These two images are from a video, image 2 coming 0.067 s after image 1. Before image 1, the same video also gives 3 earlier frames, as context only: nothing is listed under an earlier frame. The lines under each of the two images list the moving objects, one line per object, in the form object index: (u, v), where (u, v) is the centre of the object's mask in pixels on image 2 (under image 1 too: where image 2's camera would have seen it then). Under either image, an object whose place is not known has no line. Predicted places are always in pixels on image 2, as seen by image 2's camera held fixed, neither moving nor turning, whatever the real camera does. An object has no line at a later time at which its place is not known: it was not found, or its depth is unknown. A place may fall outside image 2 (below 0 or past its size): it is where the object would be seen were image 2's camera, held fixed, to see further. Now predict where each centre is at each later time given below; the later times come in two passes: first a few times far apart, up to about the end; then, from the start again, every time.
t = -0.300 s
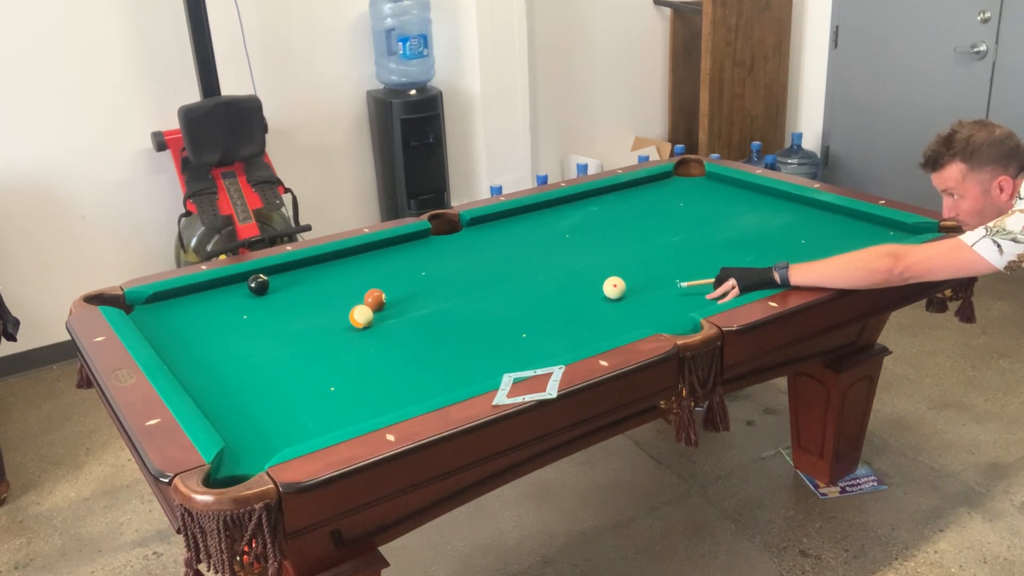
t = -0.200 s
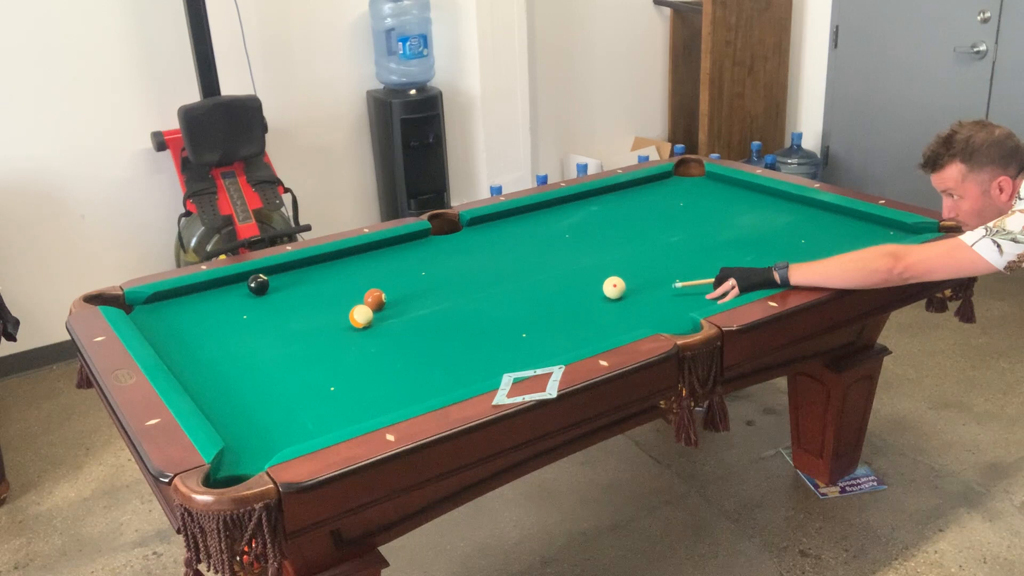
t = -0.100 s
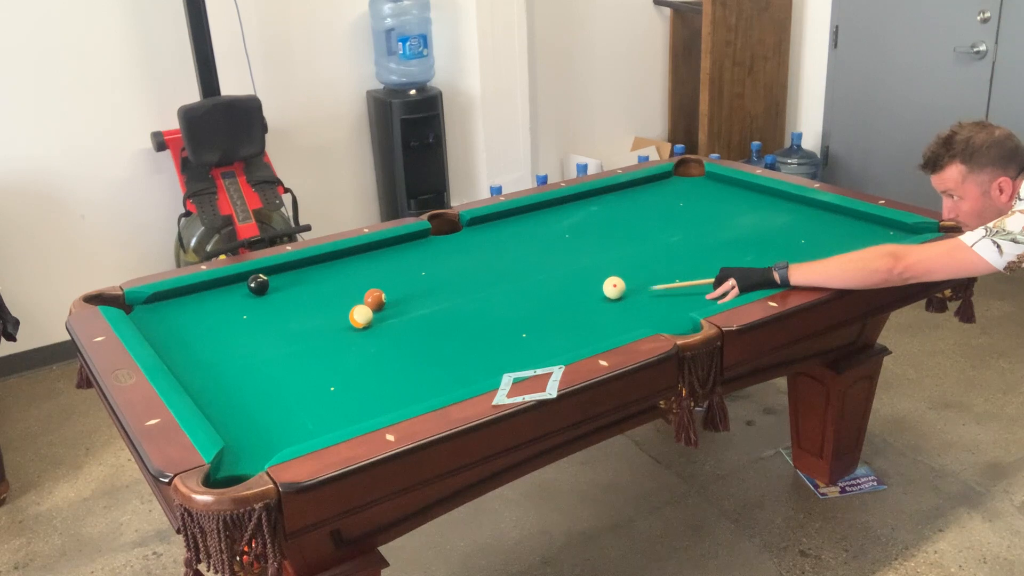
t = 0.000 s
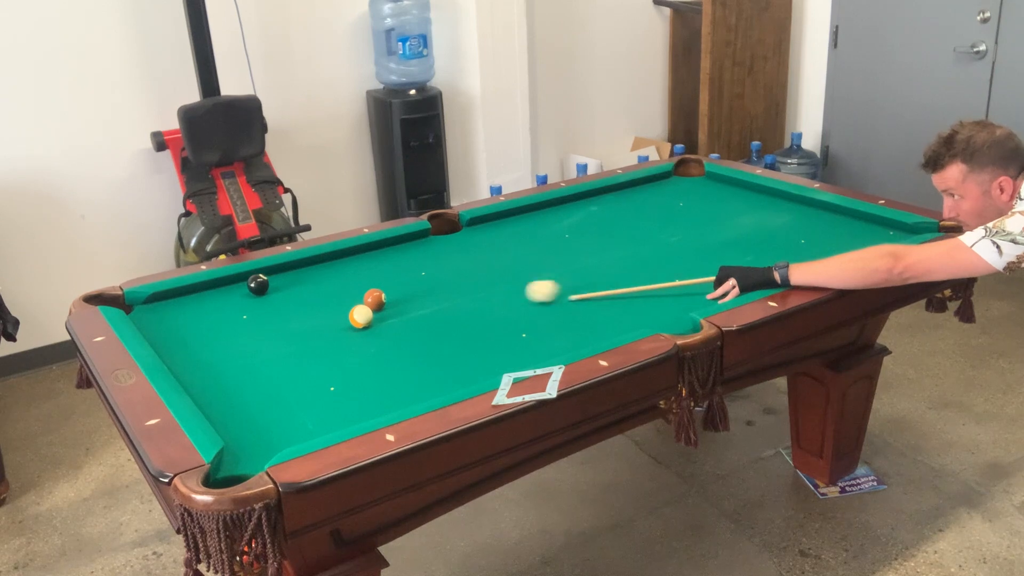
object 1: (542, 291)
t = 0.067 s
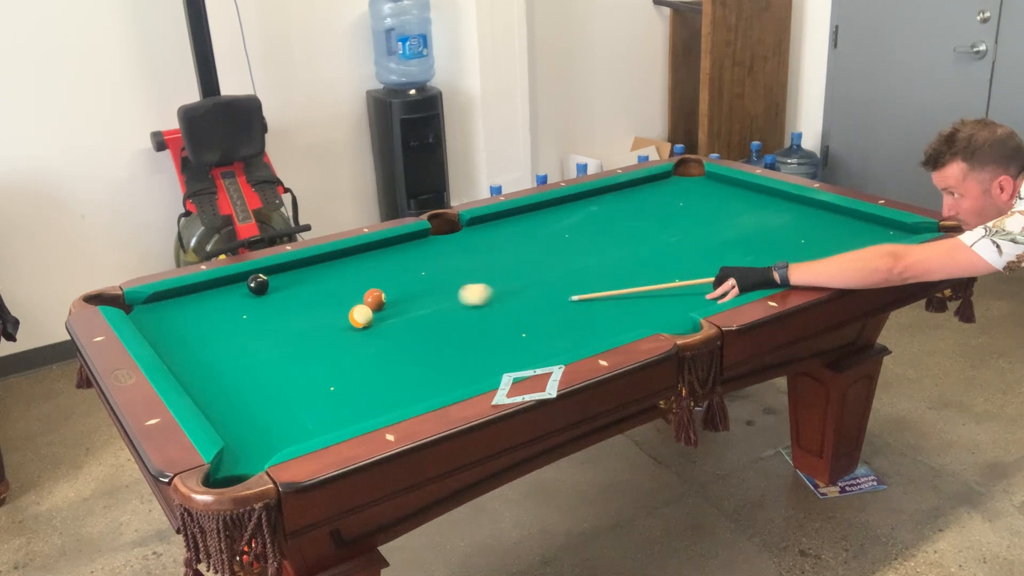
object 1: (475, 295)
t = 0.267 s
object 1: (400, 301)
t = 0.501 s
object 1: (411, 303)
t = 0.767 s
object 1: (423, 306)
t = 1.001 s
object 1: (432, 307)
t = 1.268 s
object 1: (438, 309)
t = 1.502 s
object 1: (439, 310)
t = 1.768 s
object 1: (438, 311)
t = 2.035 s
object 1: (438, 311)
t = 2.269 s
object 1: (438, 311)
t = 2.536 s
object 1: (438, 311)
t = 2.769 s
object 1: (438, 311)
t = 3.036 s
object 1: (438, 311)
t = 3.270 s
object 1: (438, 311)
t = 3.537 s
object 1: (438, 311)
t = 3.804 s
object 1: (438, 311)
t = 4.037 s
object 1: (438, 311)
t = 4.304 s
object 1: (438, 311)
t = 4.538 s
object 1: (438, 311)
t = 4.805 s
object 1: (438, 311)
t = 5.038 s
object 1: (438, 311)
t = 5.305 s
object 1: (438, 311)
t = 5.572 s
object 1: (438, 311)
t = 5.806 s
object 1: (438, 311)
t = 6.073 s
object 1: (438, 311)
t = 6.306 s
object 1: (438, 311)
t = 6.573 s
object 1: (438, 311)
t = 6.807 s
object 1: (438, 311)
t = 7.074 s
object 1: (438, 311)
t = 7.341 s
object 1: (438, 311)
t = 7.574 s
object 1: (438, 311)
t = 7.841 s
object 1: (438, 311)
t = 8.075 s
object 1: (438, 311)
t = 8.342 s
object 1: (438, 311)
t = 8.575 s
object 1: (438, 311)
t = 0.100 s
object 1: (444, 296)
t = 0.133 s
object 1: (414, 298)
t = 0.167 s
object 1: (396, 299)
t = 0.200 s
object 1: (396, 300)
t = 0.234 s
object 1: (398, 300)
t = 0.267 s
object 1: (400, 301)
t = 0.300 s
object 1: (401, 301)
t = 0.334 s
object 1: (403, 302)
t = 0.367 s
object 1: (405, 302)
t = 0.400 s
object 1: (406, 302)
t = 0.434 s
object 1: (408, 303)
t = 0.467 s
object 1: (410, 303)
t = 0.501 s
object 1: (411, 303)
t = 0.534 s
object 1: (413, 304)
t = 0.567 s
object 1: (414, 304)
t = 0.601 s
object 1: (416, 305)
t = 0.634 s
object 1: (417, 305)
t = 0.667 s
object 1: (419, 305)
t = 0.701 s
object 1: (420, 305)
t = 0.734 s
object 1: (422, 306)
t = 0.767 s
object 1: (423, 306)
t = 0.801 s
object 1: (425, 306)
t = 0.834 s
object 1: (426, 306)
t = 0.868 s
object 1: (427, 306)
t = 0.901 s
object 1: (428, 307)
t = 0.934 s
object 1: (430, 307)
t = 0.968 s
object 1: (431, 307)
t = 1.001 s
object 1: (432, 307)
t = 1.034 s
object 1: (433, 307)
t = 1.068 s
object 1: (434, 307)
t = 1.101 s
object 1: (435, 308)
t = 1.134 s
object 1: (436, 308)
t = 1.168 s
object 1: (436, 308)
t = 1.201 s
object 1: (437, 308)
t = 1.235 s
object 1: (437, 308)
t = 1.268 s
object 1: (438, 309)
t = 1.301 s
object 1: (438, 309)
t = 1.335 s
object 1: (438, 309)
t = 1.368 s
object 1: (438, 309)
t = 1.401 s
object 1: (439, 309)
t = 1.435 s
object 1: (439, 310)
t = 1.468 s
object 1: (439, 310)
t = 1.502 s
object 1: (439, 310)
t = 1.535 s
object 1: (439, 311)
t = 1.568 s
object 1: (439, 311)
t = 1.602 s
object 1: (439, 311)
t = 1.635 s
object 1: (439, 311)
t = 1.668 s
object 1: (438, 311)
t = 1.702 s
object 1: (438, 311)
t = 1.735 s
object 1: (438, 311)
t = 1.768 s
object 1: (438, 311)
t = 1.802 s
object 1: (438, 311)
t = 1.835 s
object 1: (438, 311)
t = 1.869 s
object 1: (438, 311)
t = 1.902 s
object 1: (438, 311)
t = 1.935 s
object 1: (438, 311)
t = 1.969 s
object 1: (438, 311)
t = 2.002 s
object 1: (438, 311)
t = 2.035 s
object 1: (438, 311)
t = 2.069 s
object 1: (438, 311)
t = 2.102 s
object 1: (438, 311)
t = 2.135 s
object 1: (438, 311)
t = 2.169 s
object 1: (438, 311)
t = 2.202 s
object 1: (438, 311)
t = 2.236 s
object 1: (438, 311)
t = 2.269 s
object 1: (438, 311)
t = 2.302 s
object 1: (438, 311)
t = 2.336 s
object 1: (438, 311)
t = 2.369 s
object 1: (438, 311)
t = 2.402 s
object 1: (438, 311)
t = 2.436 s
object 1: (438, 311)
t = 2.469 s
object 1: (438, 311)
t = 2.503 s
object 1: (438, 311)
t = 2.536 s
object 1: (438, 311)
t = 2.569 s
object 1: (438, 311)
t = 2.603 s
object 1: (438, 311)
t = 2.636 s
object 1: (438, 311)
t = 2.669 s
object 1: (438, 311)
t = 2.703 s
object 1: (438, 311)
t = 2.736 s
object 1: (438, 311)
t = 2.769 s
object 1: (438, 311)
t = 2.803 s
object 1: (438, 311)
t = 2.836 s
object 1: (438, 311)
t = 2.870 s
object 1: (438, 311)
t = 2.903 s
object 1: (438, 311)
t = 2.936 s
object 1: (438, 311)
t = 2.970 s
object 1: (438, 311)
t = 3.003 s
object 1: (438, 311)
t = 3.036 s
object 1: (438, 311)
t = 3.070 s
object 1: (438, 311)
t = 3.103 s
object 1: (438, 311)
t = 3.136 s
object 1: (438, 311)
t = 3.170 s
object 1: (438, 311)
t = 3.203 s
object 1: (438, 311)
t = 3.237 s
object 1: (438, 311)
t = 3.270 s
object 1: (438, 311)
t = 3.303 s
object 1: (438, 311)
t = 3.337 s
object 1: (438, 311)
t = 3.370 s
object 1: (438, 311)
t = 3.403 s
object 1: (438, 311)
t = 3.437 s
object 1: (438, 311)
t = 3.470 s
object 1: (438, 311)
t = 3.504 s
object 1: (438, 311)
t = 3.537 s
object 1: (438, 311)
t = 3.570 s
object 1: (438, 311)
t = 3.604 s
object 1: (438, 311)
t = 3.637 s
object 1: (438, 311)
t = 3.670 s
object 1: (438, 311)
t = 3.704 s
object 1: (438, 311)
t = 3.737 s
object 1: (438, 311)
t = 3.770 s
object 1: (438, 311)
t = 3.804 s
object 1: (438, 311)
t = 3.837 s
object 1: (438, 311)
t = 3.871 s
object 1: (438, 311)
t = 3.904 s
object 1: (438, 311)
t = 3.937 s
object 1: (438, 311)
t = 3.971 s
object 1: (438, 311)
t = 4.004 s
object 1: (438, 311)
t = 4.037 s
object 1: (438, 311)
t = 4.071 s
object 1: (438, 311)
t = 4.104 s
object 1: (438, 311)
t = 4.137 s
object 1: (438, 311)
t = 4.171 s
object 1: (438, 311)
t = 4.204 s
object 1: (438, 311)
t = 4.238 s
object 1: (438, 311)
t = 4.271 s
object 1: (438, 311)
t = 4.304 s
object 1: (438, 311)
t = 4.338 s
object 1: (438, 311)
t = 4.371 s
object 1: (438, 311)
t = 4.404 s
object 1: (438, 311)
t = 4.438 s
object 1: (438, 311)
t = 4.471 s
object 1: (438, 311)
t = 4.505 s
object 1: (438, 311)
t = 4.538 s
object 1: (438, 311)
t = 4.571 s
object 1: (438, 311)
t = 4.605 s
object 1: (438, 311)
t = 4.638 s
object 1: (438, 311)
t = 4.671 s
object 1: (438, 311)
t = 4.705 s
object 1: (438, 311)
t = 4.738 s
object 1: (438, 311)
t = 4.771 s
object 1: (438, 311)
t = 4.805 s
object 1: (438, 311)
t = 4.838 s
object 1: (438, 311)
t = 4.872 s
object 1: (438, 311)
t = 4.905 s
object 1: (438, 311)
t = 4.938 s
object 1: (438, 311)
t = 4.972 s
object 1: (438, 311)
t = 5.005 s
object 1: (438, 311)
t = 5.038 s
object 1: (438, 311)
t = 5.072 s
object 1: (438, 311)
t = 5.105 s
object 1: (438, 311)
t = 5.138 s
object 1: (438, 311)
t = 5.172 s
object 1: (438, 311)
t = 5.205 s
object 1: (438, 311)
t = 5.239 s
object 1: (438, 311)
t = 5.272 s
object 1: (438, 311)
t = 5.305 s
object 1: (438, 311)
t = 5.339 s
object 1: (438, 311)
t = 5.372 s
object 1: (438, 311)
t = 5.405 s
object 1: (438, 311)
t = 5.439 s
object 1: (438, 311)
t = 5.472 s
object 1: (438, 311)
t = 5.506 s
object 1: (438, 311)
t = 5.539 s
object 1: (438, 311)
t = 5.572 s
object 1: (438, 311)
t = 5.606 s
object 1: (438, 311)
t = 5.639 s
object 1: (438, 311)
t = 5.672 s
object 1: (438, 311)
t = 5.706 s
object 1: (438, 311)
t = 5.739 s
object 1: (438, 311)
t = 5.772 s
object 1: (438, 311)
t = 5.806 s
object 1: (438, 311)
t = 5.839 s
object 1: (438, 311)
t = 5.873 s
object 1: (438, 311)
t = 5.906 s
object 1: (438, 311)
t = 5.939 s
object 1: (438, 311)
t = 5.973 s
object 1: (438, 311)
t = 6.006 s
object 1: (438, 311)
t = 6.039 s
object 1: (438, 311)
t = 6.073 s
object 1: (438, 311)
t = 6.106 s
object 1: (438, 311)
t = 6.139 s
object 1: (438, 311)
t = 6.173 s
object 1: (438, 311)
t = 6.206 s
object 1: (438, 311)
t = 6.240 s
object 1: (438, 311)
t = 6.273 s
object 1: (438, 311)
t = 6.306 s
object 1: (438, 311)
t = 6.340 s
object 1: (438, 311)
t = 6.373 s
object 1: (438, 311)
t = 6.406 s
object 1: (438, 311)
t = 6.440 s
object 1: (438, 311)
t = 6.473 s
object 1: (438, 311)
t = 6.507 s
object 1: (438, 311)
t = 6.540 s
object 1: (438, 311)
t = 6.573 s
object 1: (438, 311)
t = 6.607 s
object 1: (438, 311)
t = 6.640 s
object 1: (438, 311)
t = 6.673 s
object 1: (438, 311)
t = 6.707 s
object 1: (438, 311)
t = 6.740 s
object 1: (438, 311)
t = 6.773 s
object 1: (438, 311)
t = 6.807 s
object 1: (438, 311)
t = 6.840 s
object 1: (438, 311)
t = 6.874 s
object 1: (438, 311)
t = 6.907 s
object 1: (438, 311)
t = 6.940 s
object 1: (438, 311)
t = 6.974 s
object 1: (438, 311)
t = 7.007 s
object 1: (438, 311)
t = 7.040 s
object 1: (438, 311)
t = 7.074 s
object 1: (438, 311)
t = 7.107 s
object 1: (438, 311)
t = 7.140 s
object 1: (438, 311)
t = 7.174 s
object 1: (438, 311)
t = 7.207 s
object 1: (438, 311)
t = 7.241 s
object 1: (438, 311)
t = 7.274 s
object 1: (438, 311)
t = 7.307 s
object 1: (438, 311)
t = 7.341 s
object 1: (438, 311)
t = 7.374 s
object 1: (438, 311)
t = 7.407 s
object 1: (438, 311)
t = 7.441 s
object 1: (438, 311)
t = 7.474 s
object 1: (438, 311)
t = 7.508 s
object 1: (438, 311)
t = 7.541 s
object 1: (438, 311)
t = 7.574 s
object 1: (438, 311)
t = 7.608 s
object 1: (438, 311)
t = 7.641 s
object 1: (438, 311)
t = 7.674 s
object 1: (438, 311)
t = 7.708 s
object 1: (438, 311)
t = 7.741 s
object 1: (438, 311)
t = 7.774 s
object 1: (438, 311)
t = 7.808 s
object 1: (438, 311)
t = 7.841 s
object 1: (438, 311)
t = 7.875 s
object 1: (438, 311)
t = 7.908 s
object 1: (438, 311)
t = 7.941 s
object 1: (438, 311)
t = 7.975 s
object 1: (438, 311)
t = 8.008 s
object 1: (438, 311)
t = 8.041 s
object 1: (438, 311)
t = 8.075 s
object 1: (438, 311)
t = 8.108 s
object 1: (438, 311)
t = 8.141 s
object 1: (438, 311)
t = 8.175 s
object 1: (438, 311)
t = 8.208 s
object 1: (438, 311)
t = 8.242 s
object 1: (438, 311)
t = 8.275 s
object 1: (438, 311)
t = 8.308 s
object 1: (438, 311)
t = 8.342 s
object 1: (438, 311)
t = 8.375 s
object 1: (438, 311)
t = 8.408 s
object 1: (438, 311)
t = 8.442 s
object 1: (438, 311)
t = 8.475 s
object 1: (438, 311)
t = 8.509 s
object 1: (438, 311)
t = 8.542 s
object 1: (438, 311)
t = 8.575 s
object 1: (438, 311)
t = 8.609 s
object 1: (438, 311)
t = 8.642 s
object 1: (438, 311)
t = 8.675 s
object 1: (438, 311)
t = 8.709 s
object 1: (438, 311)
